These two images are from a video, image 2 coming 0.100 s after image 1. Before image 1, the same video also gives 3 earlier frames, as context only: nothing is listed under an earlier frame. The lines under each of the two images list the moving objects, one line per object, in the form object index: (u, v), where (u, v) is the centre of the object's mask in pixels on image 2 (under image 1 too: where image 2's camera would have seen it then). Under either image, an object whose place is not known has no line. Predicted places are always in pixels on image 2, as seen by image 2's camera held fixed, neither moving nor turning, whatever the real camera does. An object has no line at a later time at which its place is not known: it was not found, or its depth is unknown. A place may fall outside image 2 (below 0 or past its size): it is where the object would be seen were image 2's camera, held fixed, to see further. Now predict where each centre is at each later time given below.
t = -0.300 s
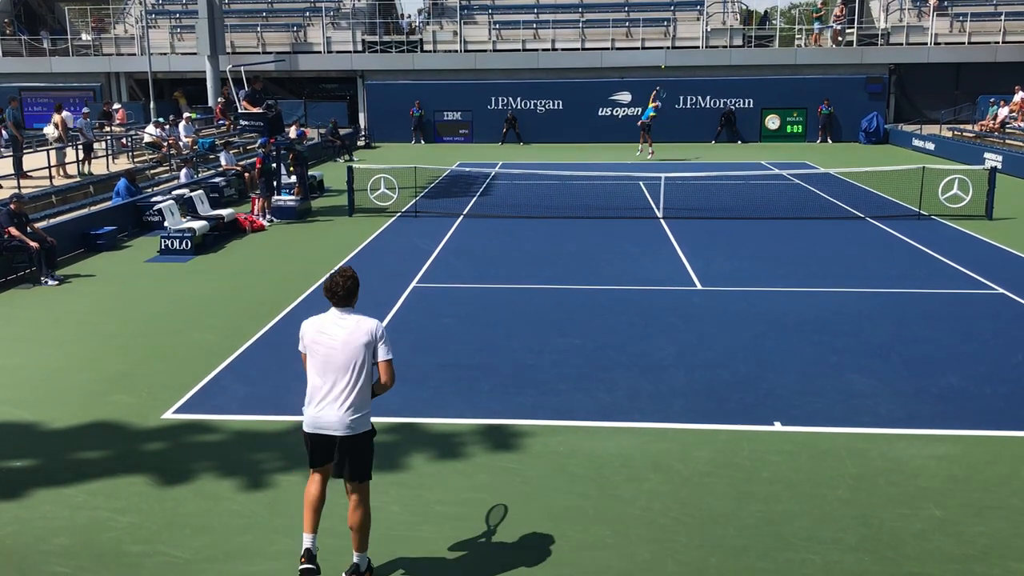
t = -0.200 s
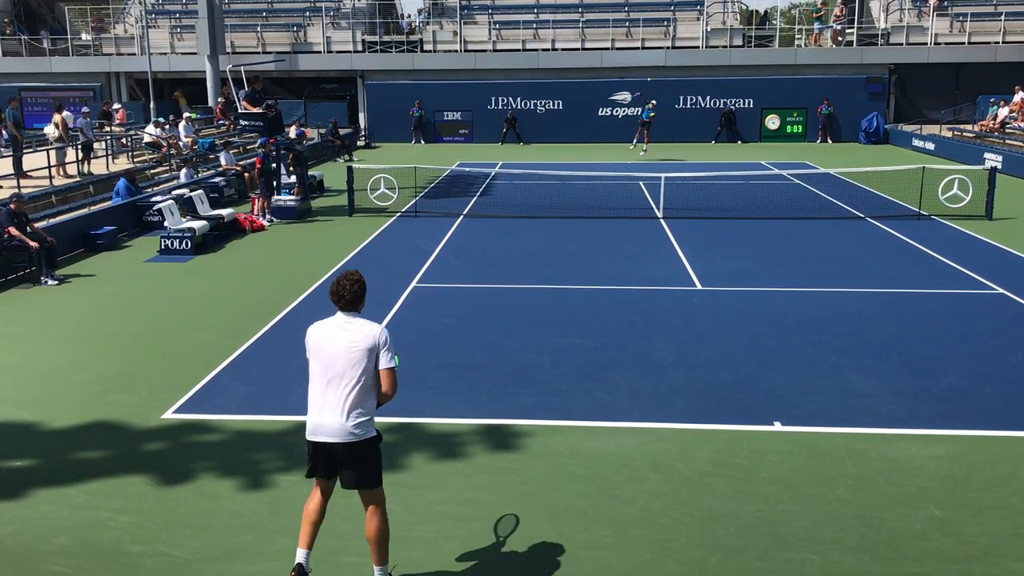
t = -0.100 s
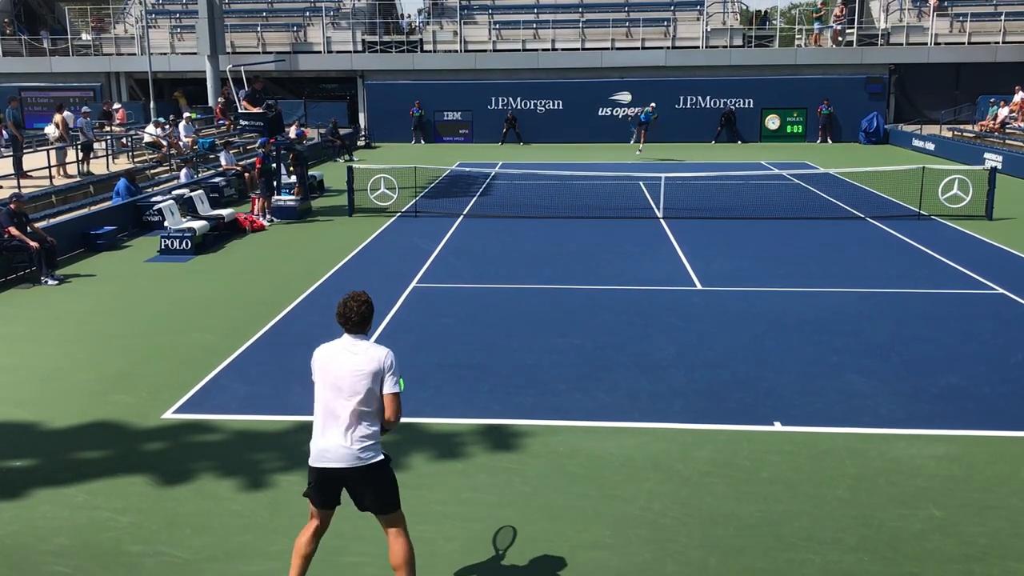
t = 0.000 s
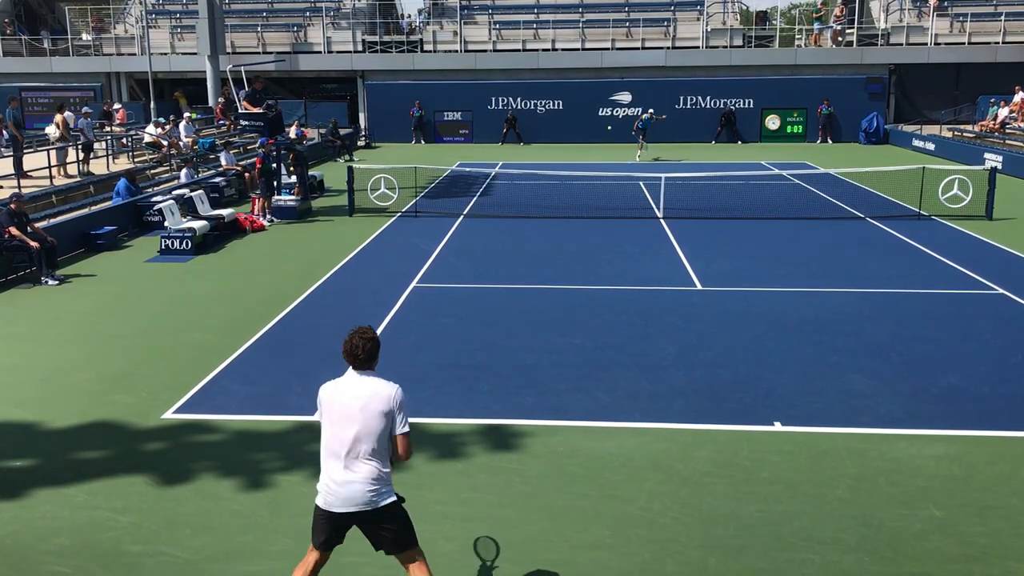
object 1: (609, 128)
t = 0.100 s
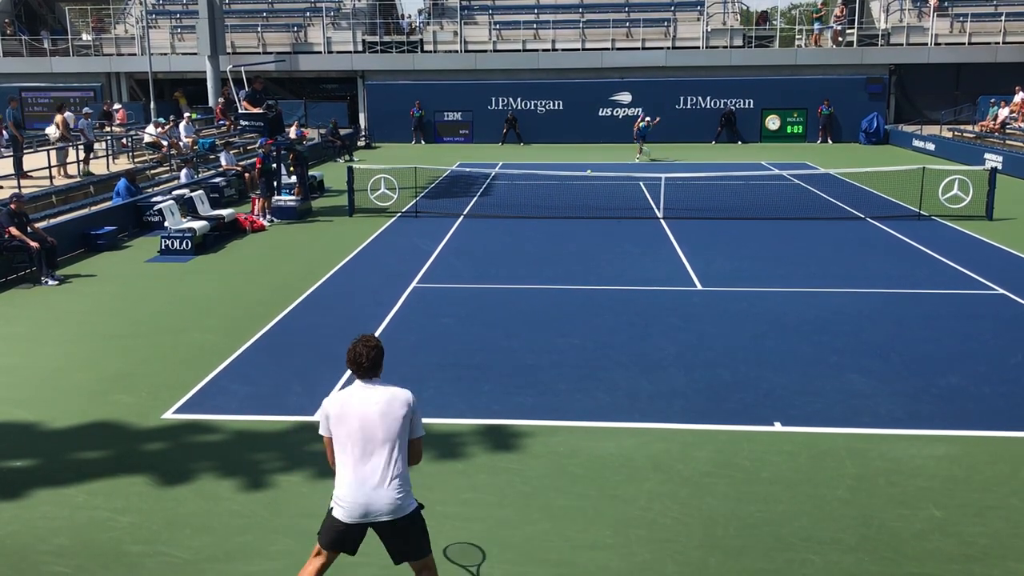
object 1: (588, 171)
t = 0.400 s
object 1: (512, 224)
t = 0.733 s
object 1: (352, 234)
